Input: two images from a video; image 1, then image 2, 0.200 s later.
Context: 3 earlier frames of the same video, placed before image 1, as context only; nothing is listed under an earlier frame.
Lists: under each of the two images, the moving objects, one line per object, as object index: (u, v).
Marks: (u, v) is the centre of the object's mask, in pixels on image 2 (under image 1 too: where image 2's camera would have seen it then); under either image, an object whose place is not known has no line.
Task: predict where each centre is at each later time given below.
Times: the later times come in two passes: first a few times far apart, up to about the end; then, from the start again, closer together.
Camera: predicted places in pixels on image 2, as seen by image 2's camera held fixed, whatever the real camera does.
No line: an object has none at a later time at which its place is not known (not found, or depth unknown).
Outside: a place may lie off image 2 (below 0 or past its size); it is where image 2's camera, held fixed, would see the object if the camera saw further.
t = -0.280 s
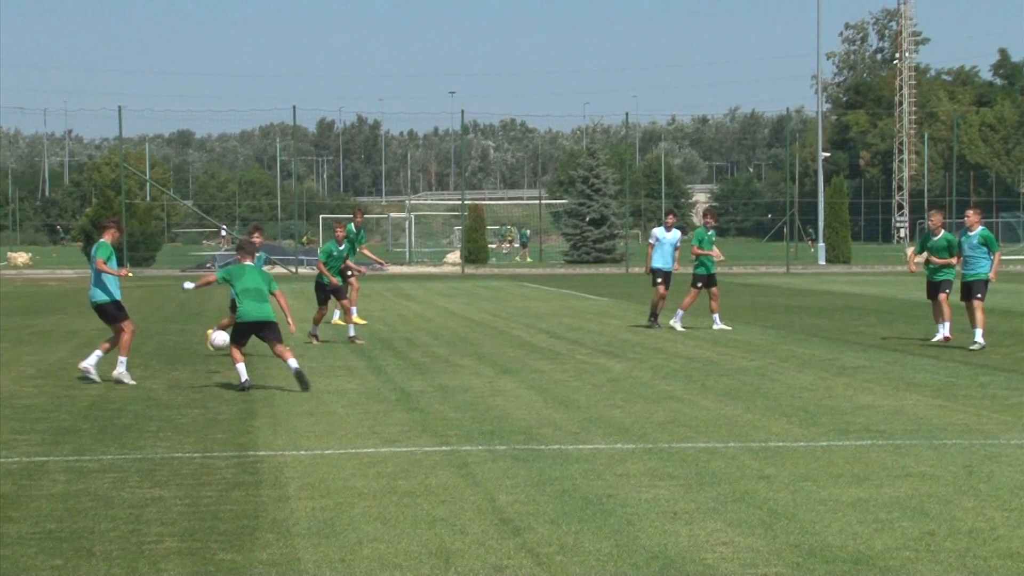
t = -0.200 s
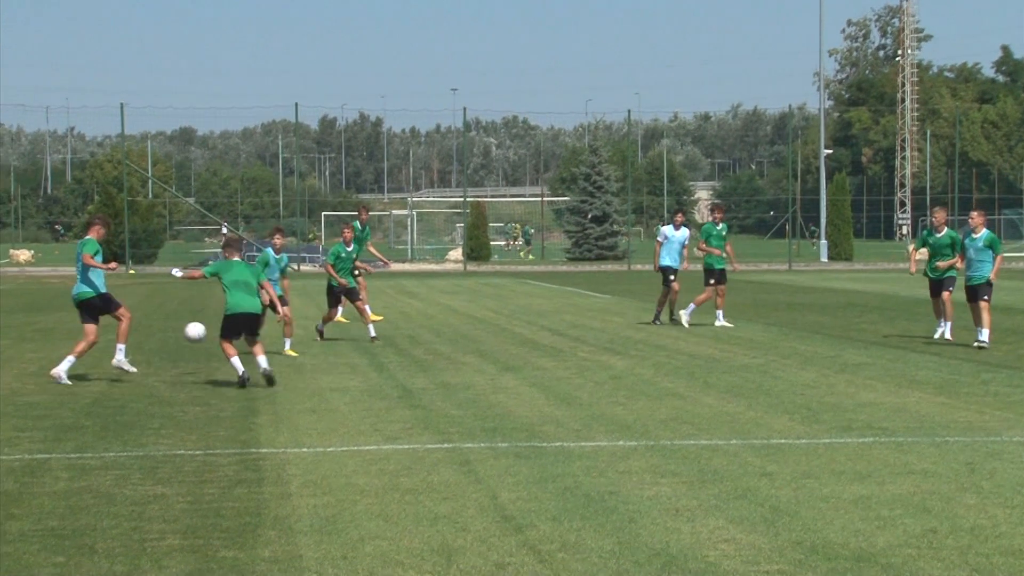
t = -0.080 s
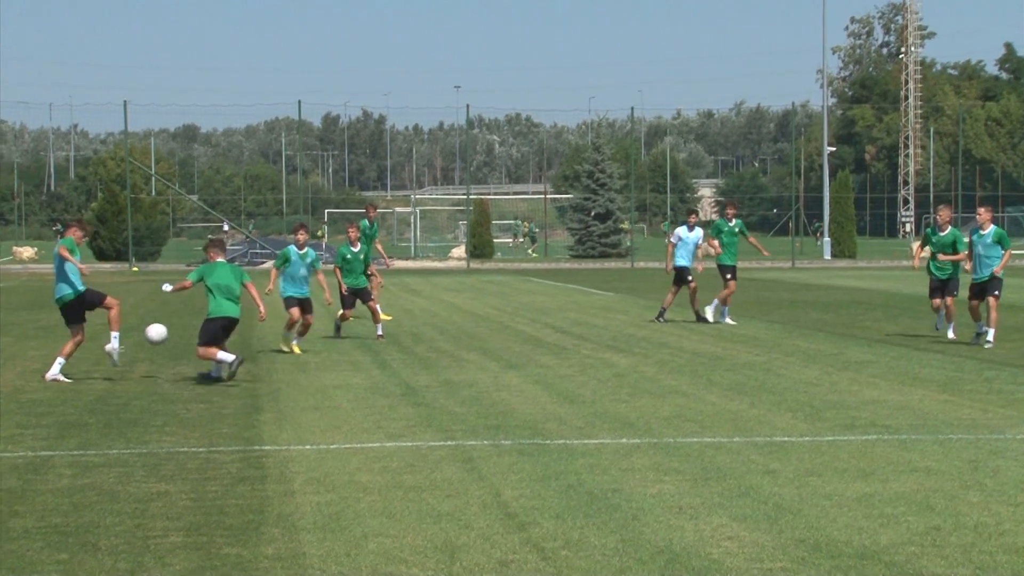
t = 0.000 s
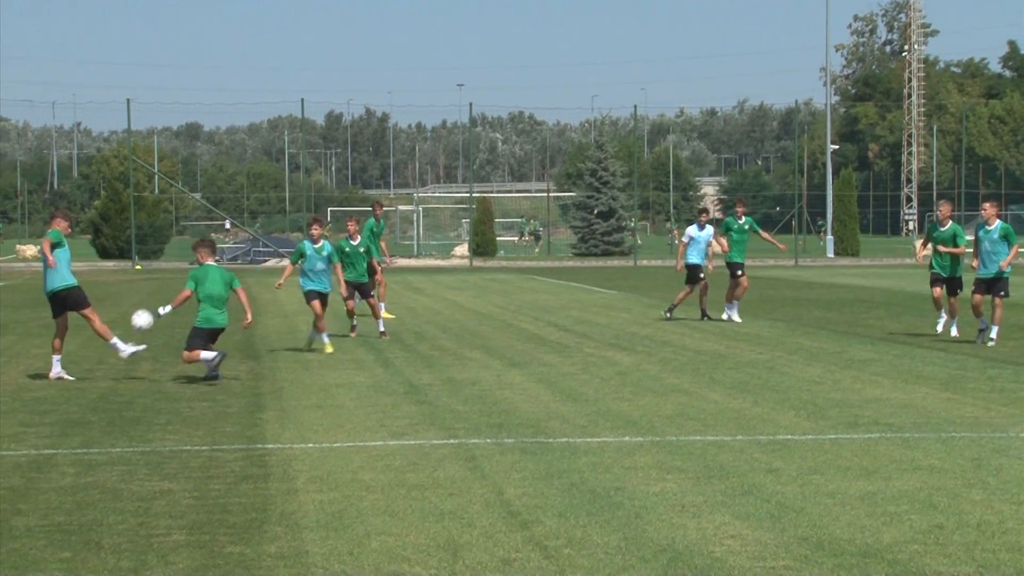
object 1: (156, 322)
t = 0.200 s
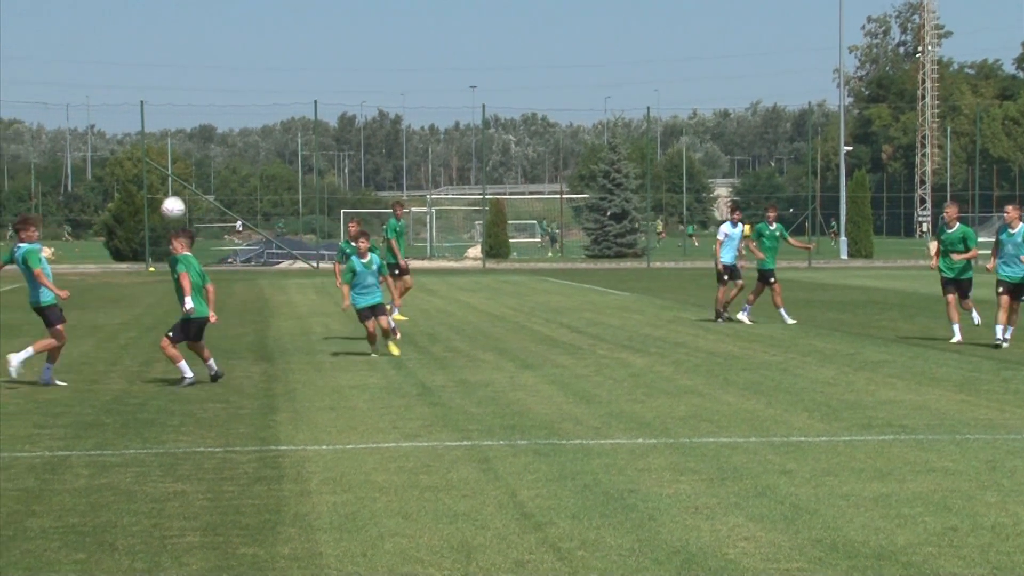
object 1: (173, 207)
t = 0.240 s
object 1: (177, 188)
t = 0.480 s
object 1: (201, 110)
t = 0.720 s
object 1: (231, 93)
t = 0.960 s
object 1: (270, 151)
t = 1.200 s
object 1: (315, 303)
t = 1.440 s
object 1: (348, 373)
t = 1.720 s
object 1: (366, 258)
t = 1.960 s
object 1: (386, 256)
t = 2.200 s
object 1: (411, 363)
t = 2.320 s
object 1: (425, 468)
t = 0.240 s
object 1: (177, 188)
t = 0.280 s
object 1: (181, 171)
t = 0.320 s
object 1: (184, 156)
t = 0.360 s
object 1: (188, 140)
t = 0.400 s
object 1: (193, 128)
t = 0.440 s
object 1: (196, 118)
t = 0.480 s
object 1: (201, 110)
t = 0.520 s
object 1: (205, 103)
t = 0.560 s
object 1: (210, 97)
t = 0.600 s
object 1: (215, 93)
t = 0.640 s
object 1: (220, 91)
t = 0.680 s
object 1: (225, 92)
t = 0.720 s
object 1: (231, 93)
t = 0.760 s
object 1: (237, 98)
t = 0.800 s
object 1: (243, 104)
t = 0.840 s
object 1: (249, 113)
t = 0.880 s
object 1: (256, 122)
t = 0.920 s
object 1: (263, 135)
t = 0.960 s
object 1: (270, 151)
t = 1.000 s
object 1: (277, 170)
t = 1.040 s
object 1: (284, 191)
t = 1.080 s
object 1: (292, 215)
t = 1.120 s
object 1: (299, 243)
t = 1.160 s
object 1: (307, 271)
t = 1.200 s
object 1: (315, 303)
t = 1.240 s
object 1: (323, 339)
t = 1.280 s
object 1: (331, 378)
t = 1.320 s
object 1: (339, 420)
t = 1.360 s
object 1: (344, 423)
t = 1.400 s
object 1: (346, 397)
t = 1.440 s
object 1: (348, 373)
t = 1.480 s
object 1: (351, 350)
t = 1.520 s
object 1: (353, 329)
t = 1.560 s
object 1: (355, 311)
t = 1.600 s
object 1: (358, 294)
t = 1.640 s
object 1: (361, 281)
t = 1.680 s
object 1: (364, 269)
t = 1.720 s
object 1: (366, 258)
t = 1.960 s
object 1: (386, 256)
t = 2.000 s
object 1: (390, 266)
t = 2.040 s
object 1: (394, 278)
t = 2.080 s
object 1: (398, 294)
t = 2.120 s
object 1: (402, 314)
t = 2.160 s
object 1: (406, 336)
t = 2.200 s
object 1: (411, 363)
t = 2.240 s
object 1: (415, 394)
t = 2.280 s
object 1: (420, 428)
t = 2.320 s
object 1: (425, 468)
